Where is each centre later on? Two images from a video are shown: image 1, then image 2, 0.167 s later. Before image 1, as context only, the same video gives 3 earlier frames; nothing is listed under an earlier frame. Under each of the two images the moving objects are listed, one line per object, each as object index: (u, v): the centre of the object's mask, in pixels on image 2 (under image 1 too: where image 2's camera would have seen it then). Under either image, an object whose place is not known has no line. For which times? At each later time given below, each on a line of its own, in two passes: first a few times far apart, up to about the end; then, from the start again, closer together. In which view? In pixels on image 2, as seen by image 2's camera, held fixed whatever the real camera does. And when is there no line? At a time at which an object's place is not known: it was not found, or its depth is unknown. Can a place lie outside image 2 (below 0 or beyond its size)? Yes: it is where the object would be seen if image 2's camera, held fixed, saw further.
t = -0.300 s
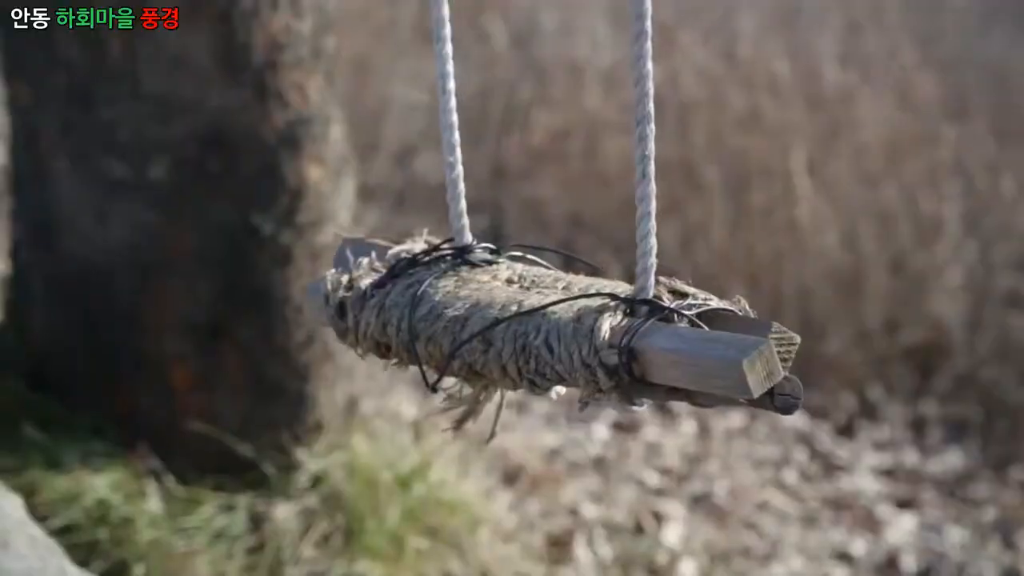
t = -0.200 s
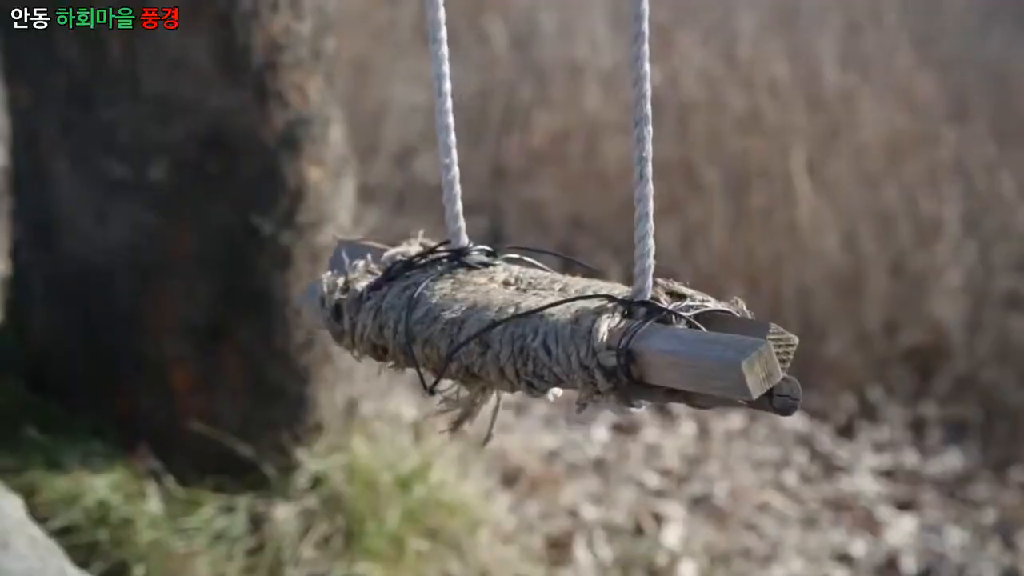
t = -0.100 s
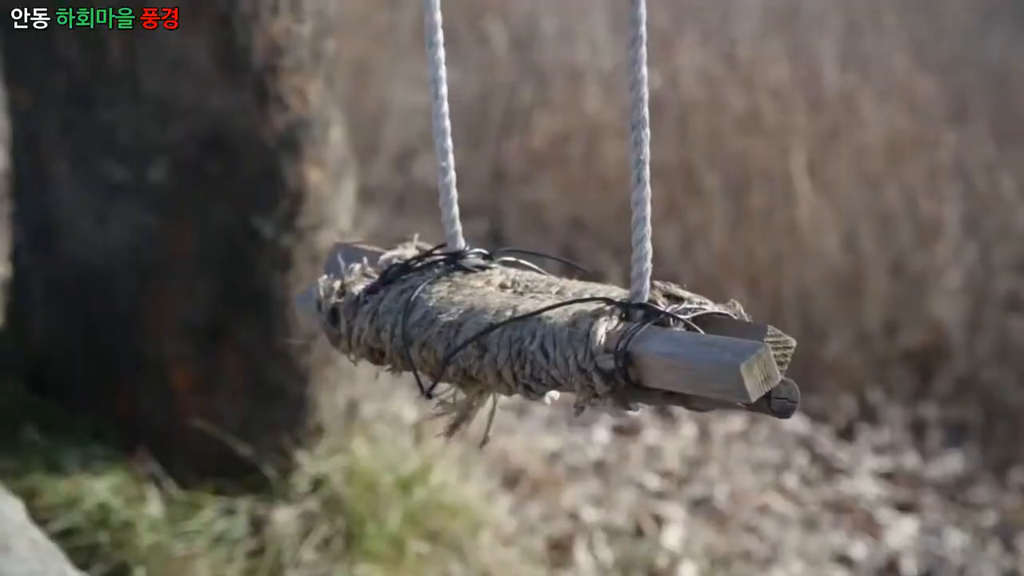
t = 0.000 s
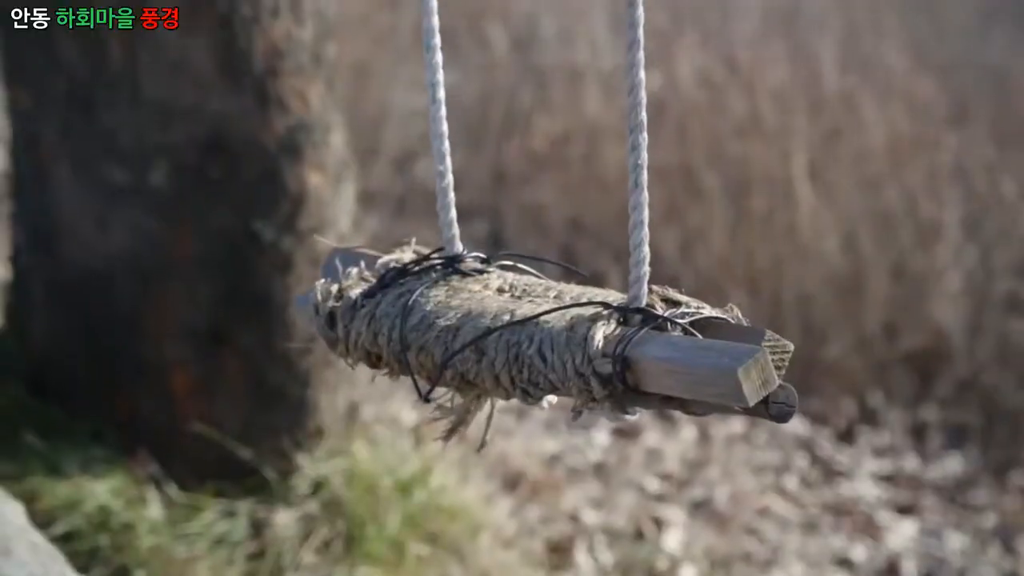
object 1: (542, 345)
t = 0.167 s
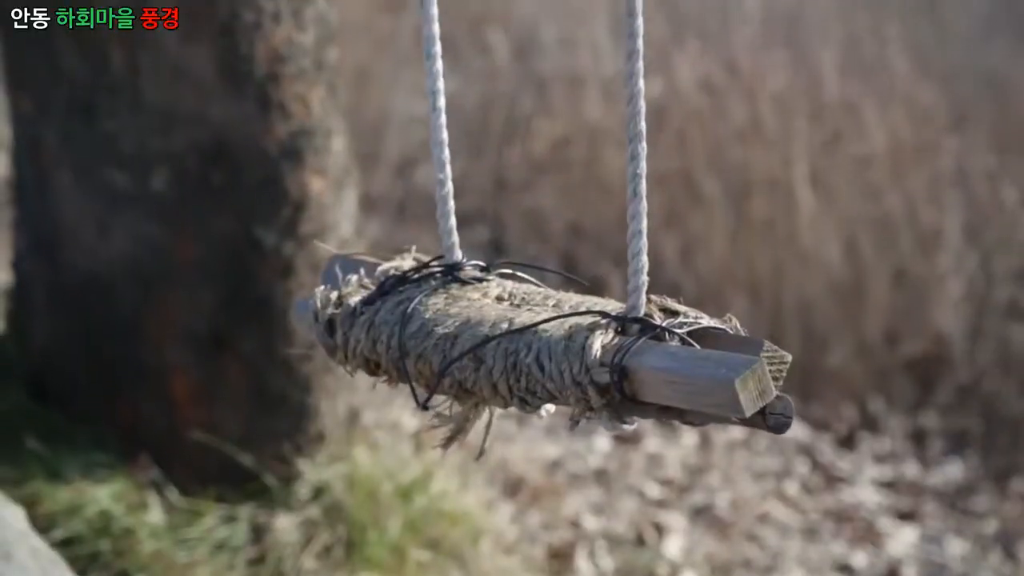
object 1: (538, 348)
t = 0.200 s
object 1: (537, 350)
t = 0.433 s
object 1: (538, 353)
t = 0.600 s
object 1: (542, 357)
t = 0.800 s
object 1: (548, 360)
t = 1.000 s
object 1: (558, 363)
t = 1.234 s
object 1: (572, 361)
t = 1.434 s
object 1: (584, 357)
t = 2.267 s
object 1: (599, 340)
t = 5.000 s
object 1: (558, 346)
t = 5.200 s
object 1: (576, 340)
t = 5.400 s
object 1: (590, 337)
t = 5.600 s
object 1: (598, 338)
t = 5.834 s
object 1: (600, 339)
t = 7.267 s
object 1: (513, 363)
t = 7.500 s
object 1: (518, 361)
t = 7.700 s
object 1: (529, 360)
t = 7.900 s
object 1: (546, 356)
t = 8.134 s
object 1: (567, 353)
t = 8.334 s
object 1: (583, 349)
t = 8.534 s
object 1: (596, 346)
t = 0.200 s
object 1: (537, 350)
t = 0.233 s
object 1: (537, 350)
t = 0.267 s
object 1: (536, 350)
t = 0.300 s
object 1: (536, 350)
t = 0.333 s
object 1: (537, 350)
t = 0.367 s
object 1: (537, 351)
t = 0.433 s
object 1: (538, 353)
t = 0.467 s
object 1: (539, 354)
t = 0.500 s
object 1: (540, 354)
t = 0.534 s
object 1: (541, 355)
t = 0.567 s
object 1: (542, 355)
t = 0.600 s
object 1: (542, 357)
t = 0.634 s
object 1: (543, 357)
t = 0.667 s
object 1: (544, 357)
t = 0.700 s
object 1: (546, 358)
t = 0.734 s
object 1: (546, 361)
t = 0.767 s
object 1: (547, 361)
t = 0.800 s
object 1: (548, 360)
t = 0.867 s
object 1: (552, 361)
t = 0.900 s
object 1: (552, 360)
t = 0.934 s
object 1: (554, 361)
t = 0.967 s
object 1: (556, 362)
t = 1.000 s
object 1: (558, 363)
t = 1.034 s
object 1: (559, 361)
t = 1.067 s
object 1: (562, 362)
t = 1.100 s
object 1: (564, 362)
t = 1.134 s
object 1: (565, 363)
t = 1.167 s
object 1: (568, 363)
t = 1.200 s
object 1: (570, 362)
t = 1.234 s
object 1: (572, 361)
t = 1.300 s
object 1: (576, 360)
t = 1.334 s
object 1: (578, 360)
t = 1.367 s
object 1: (579, 359)
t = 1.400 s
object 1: (582, 358)
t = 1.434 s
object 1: (584, 357)
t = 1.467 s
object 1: (586, 356)
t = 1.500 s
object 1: (589, 357)
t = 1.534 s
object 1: (592, 357)
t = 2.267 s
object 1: (599, 340)
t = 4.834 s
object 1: (542, 351)
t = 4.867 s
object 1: (547, 350)
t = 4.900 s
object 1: (549, 348)
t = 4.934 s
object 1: (554, 347)
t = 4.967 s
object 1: (556, 346)
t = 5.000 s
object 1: (558, 346)
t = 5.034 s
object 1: (561, 345)
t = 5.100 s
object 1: (566, 342)
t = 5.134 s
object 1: (570, 341)
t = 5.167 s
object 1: (573, 340)
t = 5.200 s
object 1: (576, 340)
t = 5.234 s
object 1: (578, 340)
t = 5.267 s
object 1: (580, 338)
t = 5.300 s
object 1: (582, 338)
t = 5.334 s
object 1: (585, 338)
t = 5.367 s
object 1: (587, 338)
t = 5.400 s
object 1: (590, 337)
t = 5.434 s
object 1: (591, 337)
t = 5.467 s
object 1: (593, 336)
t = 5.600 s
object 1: (598, 338)
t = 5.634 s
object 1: (599, 337)
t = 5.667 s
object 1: (599, 338)
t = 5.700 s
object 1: (601, 337)
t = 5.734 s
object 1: (601, 338)
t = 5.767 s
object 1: (601, 338)
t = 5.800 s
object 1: (601, 339)
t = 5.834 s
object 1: (600, 339)
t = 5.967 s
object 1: (597, 342)
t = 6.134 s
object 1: (590, 344)
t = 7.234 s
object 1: (514, 363)
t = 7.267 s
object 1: (513, 363)
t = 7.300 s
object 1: (513, 362)
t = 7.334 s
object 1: (514, 362)
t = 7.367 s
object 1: (514, 363)
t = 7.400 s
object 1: (515, 363)
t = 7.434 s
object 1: (516, 362)
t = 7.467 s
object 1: (518, 362)
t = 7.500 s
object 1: (518, 361)
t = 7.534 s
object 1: (520, 361)
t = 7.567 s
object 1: (522, 359)
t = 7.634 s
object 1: (525, 360)
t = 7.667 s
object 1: (527, 361)
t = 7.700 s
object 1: (529, 360)
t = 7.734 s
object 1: (532, 360)
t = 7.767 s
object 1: (534, 359)
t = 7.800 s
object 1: (537, 358)
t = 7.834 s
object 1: (540, 358)
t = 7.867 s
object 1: (542, 357)
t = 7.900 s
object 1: (546, 356)
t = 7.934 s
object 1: (549, 355)
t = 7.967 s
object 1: (551, 355)
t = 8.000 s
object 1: (556, 355)
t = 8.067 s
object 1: (561, 354)
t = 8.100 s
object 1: (563, 353)
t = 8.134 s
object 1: (567, 353)
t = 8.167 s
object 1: (570, 353)
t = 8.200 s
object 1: (572, 352)
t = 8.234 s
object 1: (574, 351)
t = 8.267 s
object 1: (576, 350)
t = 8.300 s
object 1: (579, 349)
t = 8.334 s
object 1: (583, 349)
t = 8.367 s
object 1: (585, 349)
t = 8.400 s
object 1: (587, 348)
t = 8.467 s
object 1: (592, 347)
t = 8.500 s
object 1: (593, 346)
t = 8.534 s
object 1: (596, 346)
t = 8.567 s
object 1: (597, 345)
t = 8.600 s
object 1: (599, 345)
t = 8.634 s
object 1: (601, 344)
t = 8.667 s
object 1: (602, 344)
